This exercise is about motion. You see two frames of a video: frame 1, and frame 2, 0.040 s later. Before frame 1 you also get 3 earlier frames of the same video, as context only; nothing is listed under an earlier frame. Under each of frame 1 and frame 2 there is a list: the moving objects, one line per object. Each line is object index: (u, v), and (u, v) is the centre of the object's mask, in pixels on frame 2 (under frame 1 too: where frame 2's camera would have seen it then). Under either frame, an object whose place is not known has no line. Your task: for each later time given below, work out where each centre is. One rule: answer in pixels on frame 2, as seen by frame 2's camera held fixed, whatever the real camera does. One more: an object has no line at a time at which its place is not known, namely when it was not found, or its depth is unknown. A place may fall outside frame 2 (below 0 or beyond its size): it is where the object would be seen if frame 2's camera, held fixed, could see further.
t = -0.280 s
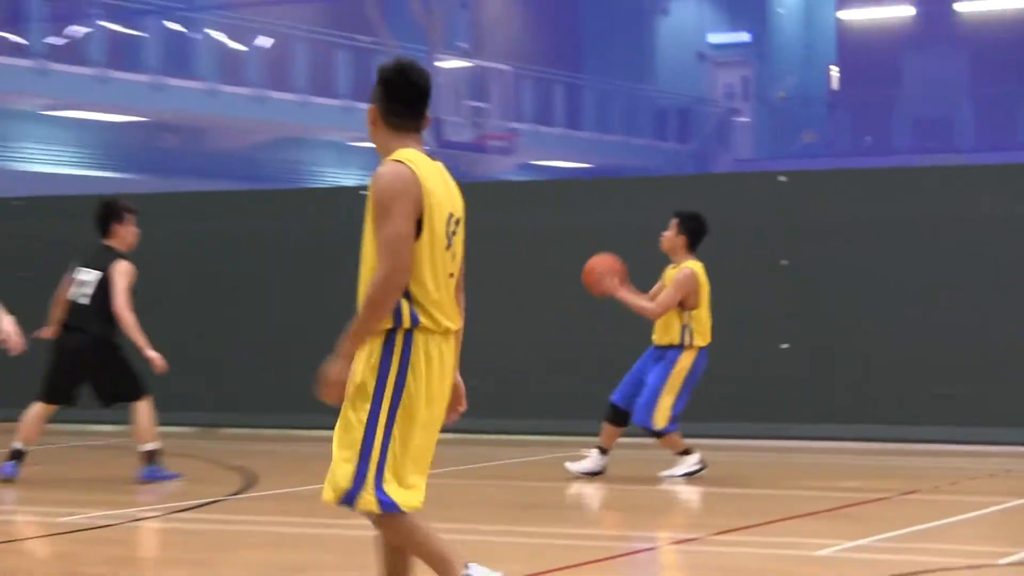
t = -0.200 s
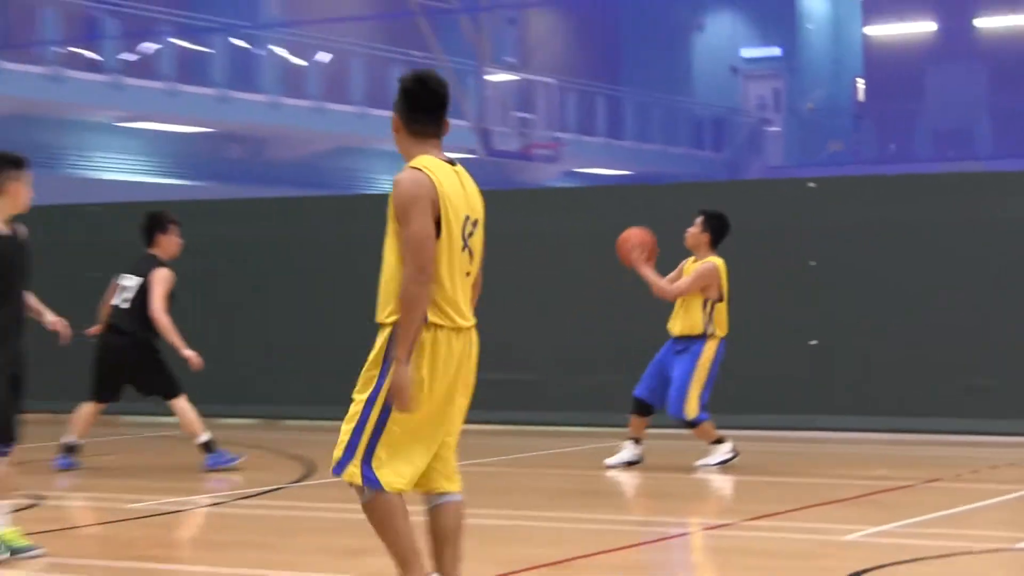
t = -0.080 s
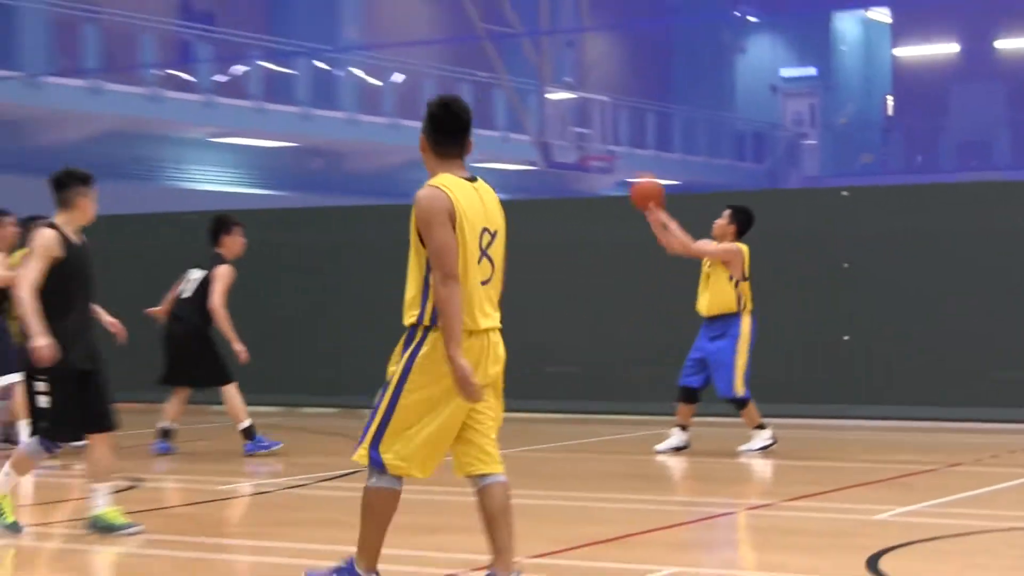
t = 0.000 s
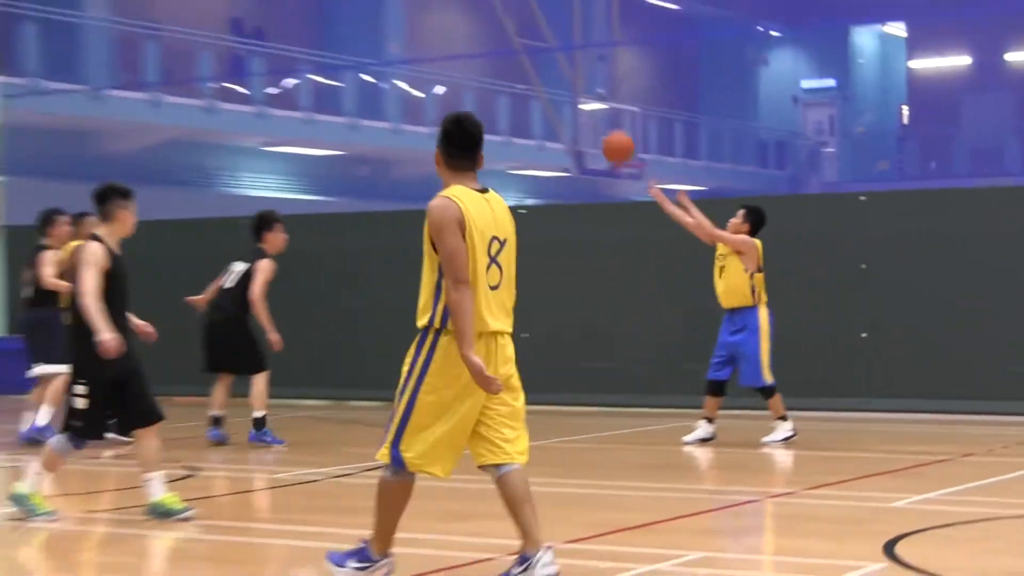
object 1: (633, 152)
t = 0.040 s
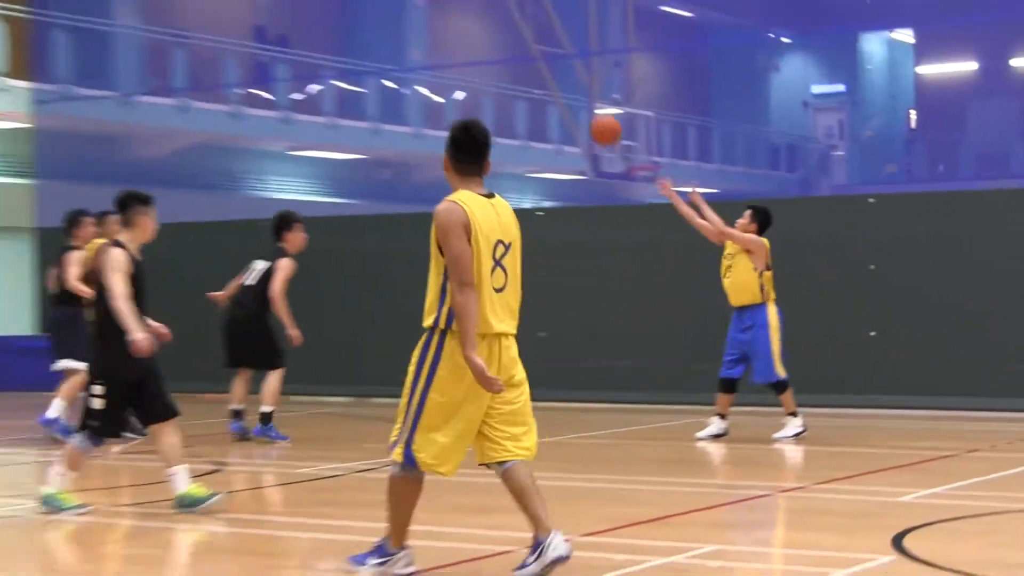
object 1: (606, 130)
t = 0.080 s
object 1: (578, 111)
